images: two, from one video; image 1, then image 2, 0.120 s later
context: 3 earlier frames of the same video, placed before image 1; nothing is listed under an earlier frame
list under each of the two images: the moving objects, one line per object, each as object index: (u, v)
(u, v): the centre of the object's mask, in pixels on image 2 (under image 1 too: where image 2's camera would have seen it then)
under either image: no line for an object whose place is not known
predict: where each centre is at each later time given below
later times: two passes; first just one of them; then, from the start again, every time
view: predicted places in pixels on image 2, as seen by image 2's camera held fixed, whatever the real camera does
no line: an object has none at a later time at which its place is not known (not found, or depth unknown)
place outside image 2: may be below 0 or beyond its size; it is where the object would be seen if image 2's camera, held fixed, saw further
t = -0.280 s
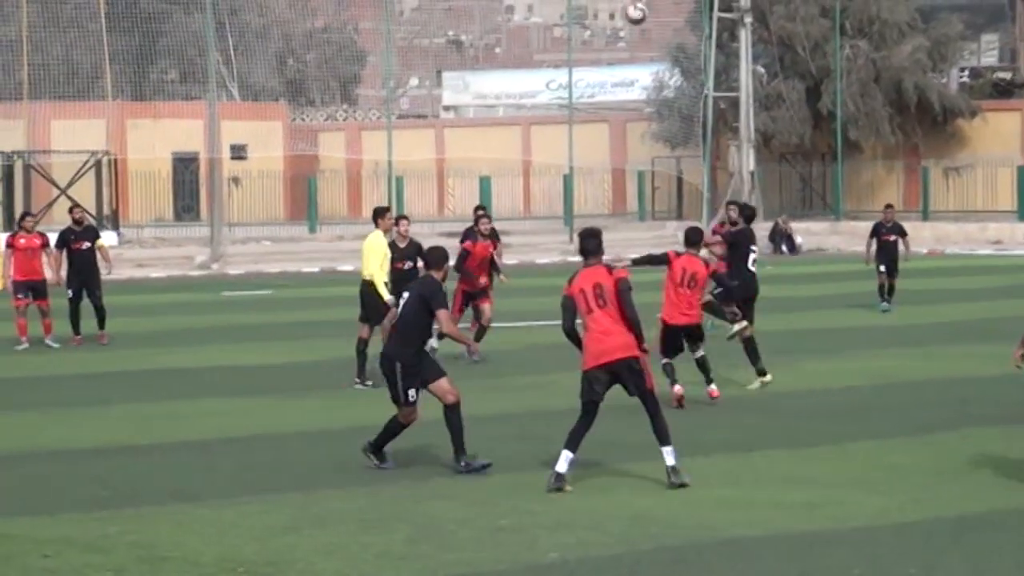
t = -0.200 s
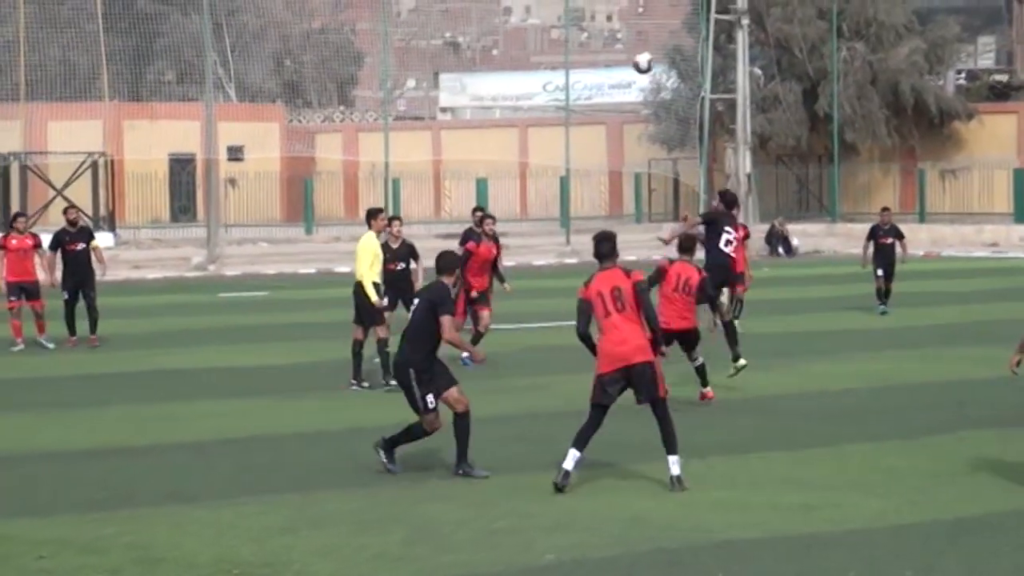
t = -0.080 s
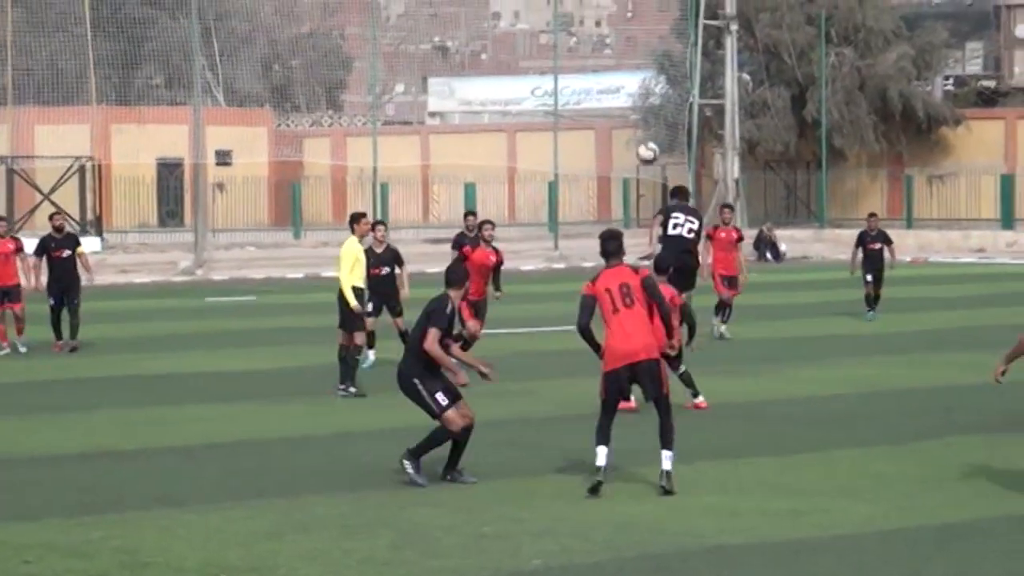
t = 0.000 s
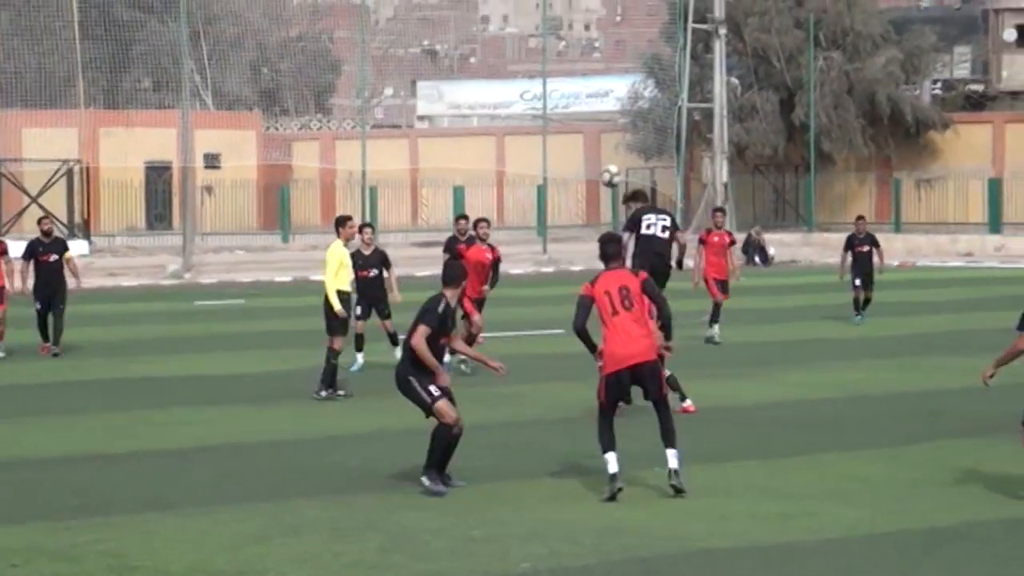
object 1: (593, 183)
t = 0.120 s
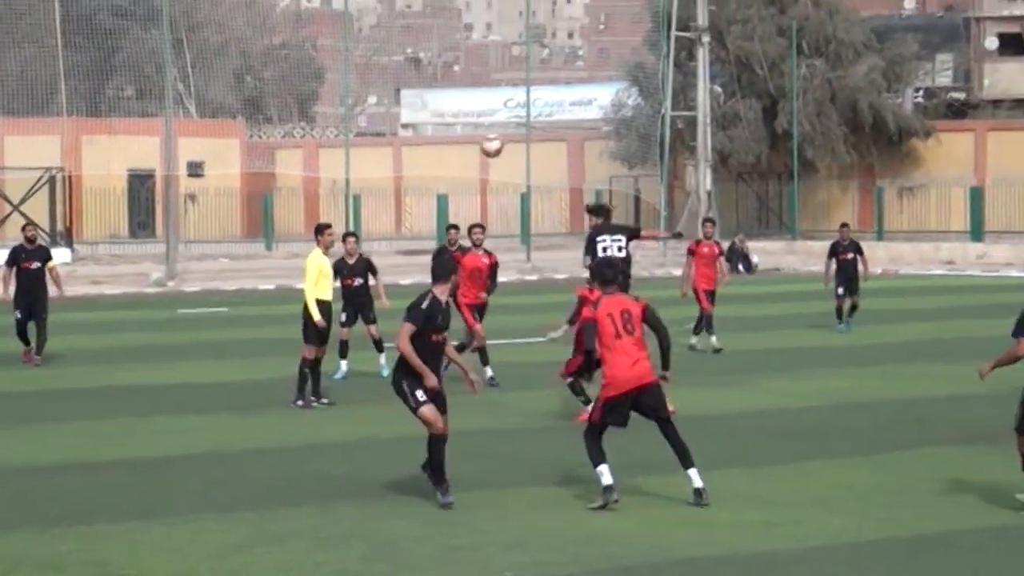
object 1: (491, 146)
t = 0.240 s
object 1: (387, 122)
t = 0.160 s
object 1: (457, 136)
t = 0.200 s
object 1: (420, 129)
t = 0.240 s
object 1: (387, 122)
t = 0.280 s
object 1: (353, 116)
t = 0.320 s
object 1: (314, 111)
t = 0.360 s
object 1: (279, 110)
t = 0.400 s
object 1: (242, 111)
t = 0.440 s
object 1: (205, 112)
